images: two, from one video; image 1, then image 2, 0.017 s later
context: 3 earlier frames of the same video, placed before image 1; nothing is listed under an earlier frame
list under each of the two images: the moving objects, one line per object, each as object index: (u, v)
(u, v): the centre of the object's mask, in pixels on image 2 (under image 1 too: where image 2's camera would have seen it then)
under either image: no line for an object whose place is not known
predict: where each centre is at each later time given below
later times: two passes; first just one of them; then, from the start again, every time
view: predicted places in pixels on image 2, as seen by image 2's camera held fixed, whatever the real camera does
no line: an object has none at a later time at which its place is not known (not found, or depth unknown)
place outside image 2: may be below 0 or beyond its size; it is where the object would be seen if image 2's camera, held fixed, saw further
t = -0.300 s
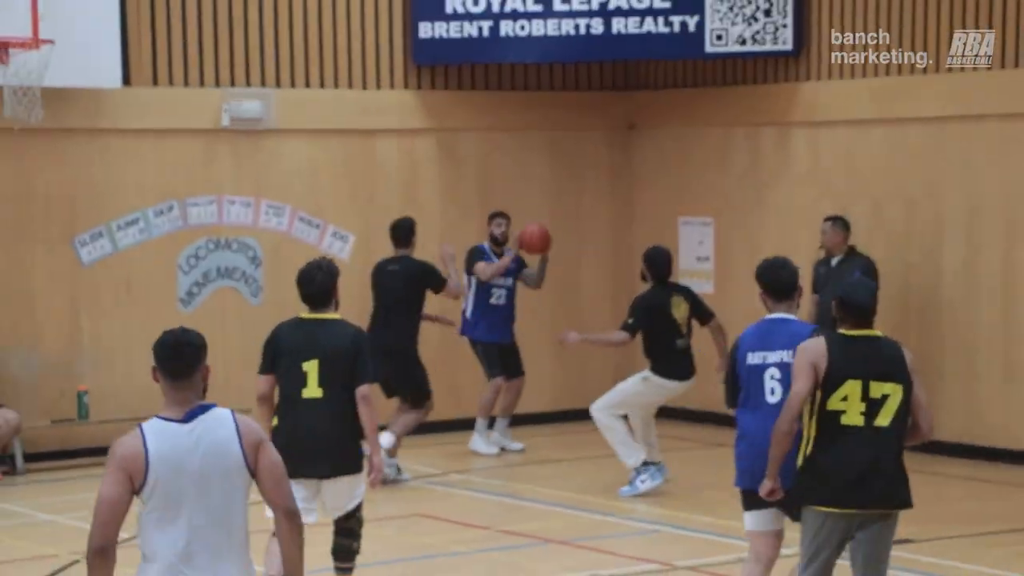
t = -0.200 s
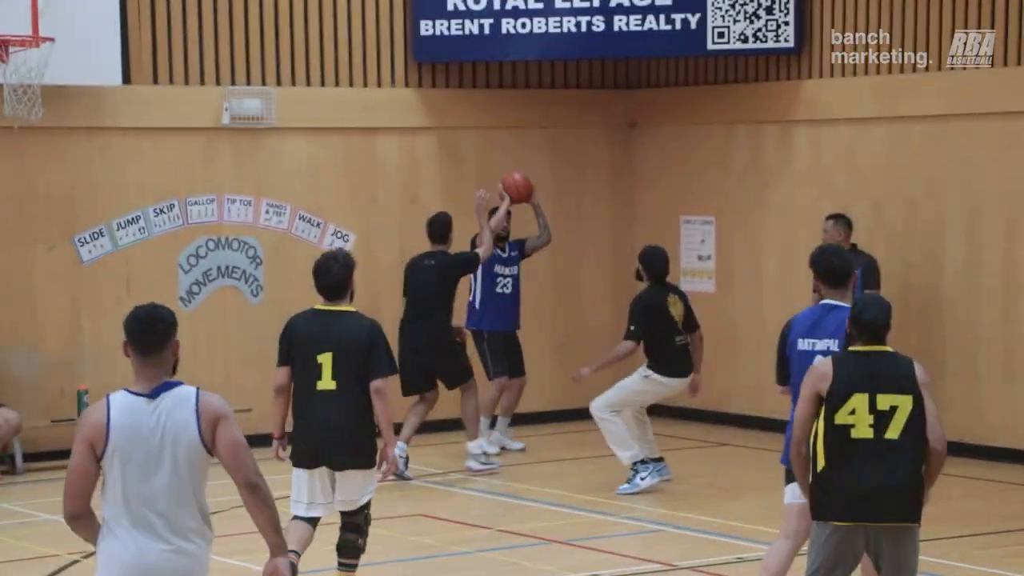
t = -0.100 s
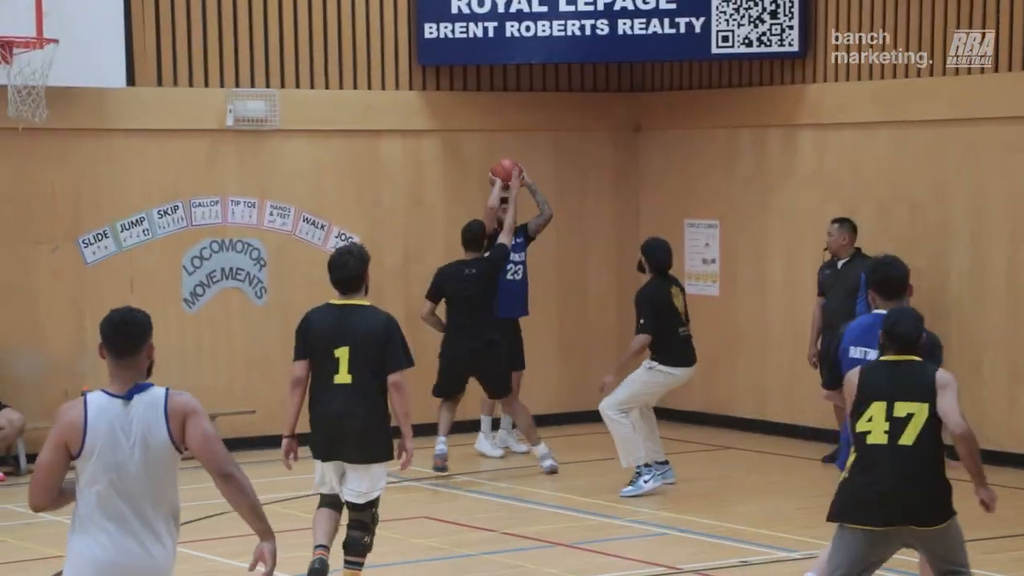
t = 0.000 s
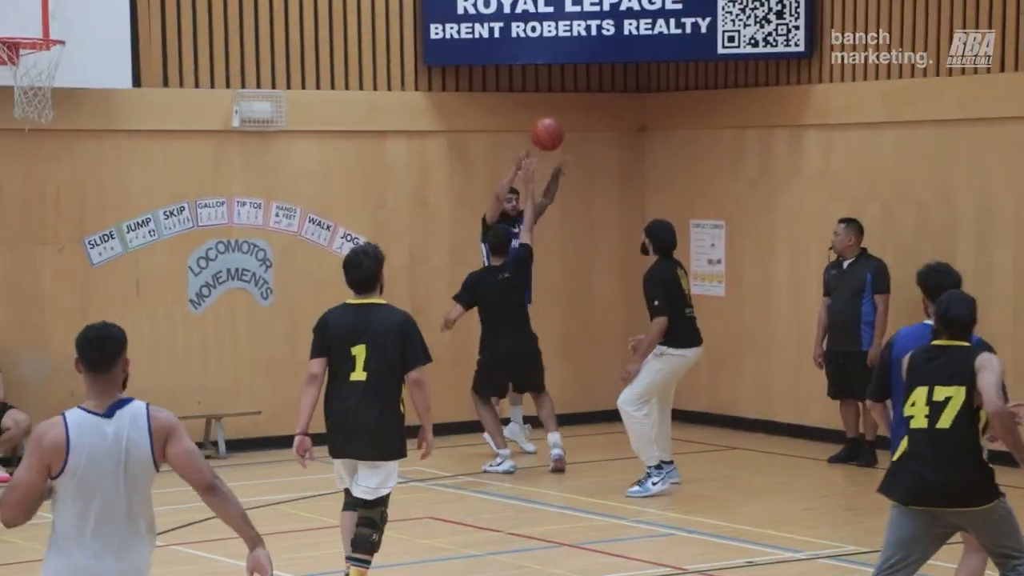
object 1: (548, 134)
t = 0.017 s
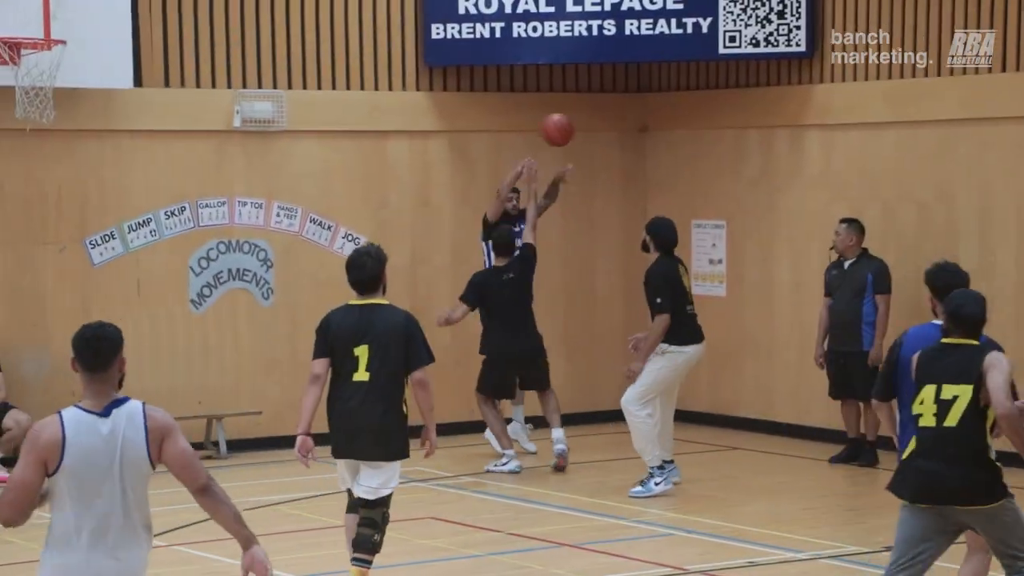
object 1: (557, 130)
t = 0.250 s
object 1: (696, 104)
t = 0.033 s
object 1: (567, 125)
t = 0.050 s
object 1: (575, 122)
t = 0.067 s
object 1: (585, 118)
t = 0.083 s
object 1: (594, 115)
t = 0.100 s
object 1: (604, 112)
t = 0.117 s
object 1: (615, 109)
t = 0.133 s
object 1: (624, 107)
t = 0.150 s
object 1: (633, 105)
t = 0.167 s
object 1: (643, 105)
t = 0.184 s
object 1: (654, 103)
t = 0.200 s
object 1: (665, 102)
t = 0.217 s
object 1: (675, 102)
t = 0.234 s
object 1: (686, 103)
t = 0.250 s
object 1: (696, 104)
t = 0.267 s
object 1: (708, 106)
